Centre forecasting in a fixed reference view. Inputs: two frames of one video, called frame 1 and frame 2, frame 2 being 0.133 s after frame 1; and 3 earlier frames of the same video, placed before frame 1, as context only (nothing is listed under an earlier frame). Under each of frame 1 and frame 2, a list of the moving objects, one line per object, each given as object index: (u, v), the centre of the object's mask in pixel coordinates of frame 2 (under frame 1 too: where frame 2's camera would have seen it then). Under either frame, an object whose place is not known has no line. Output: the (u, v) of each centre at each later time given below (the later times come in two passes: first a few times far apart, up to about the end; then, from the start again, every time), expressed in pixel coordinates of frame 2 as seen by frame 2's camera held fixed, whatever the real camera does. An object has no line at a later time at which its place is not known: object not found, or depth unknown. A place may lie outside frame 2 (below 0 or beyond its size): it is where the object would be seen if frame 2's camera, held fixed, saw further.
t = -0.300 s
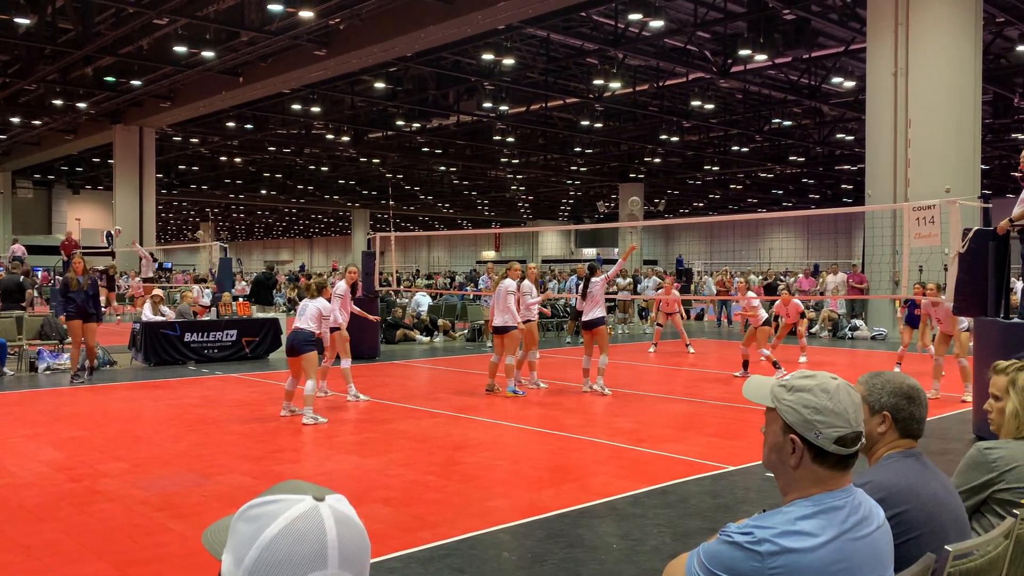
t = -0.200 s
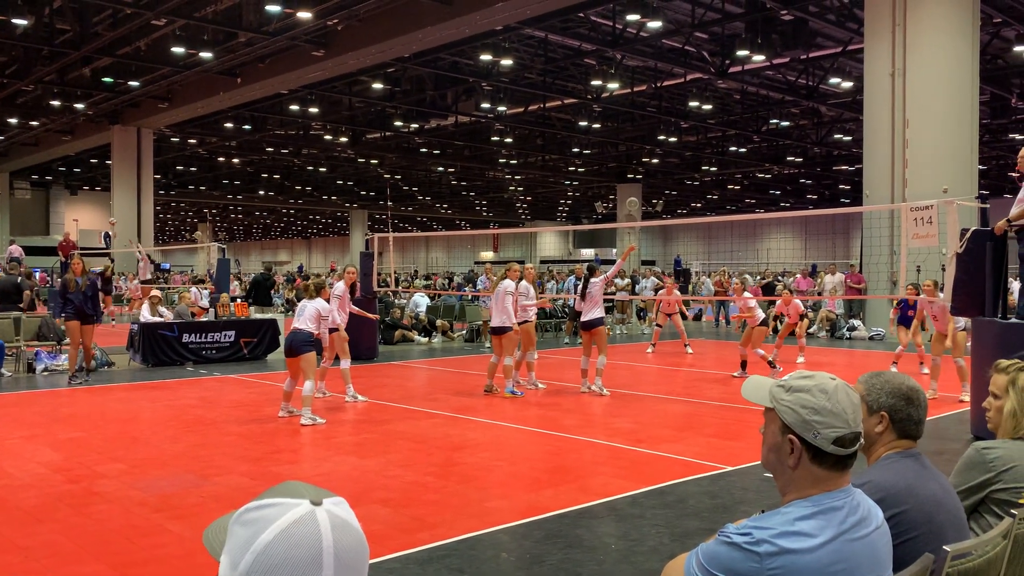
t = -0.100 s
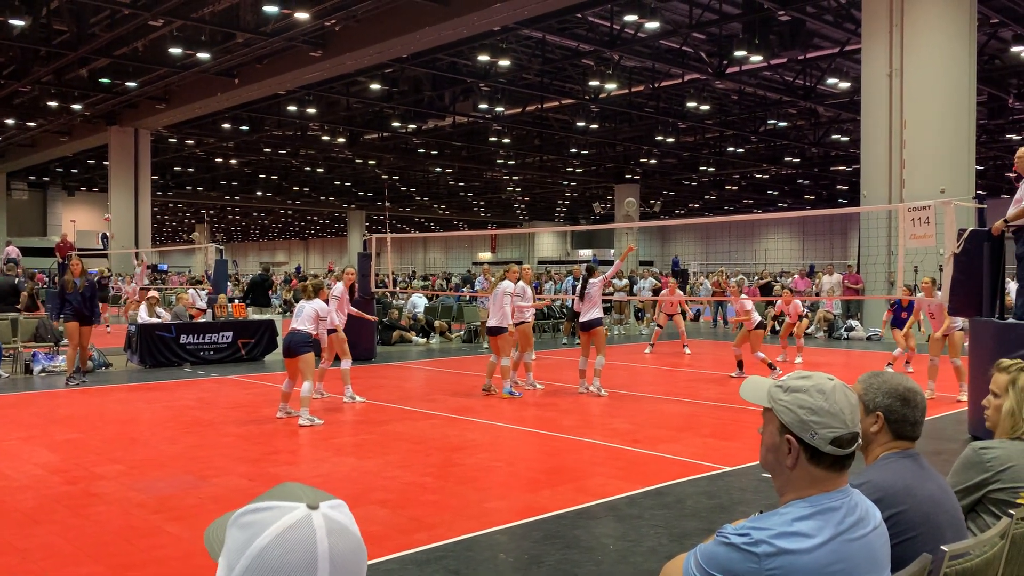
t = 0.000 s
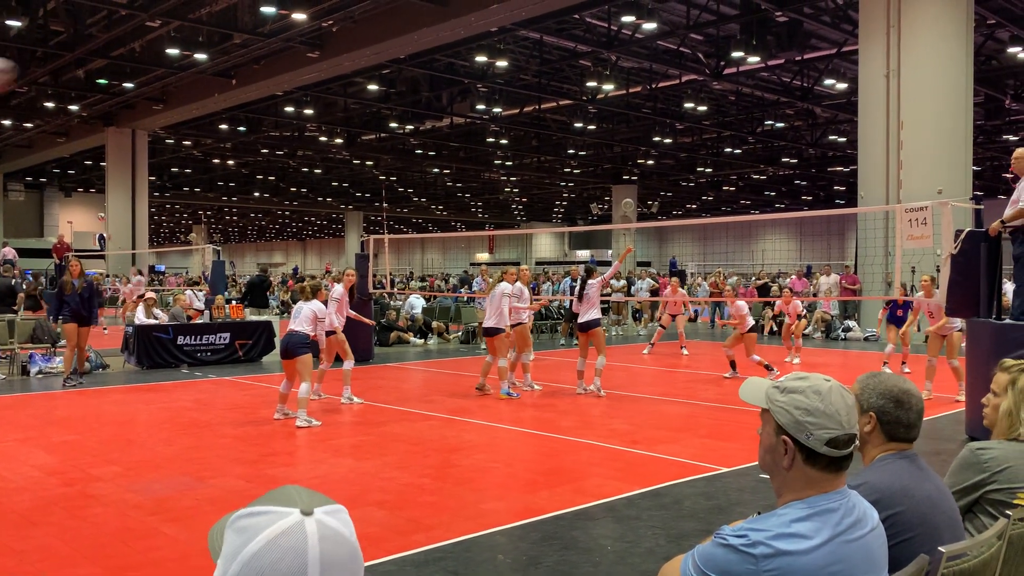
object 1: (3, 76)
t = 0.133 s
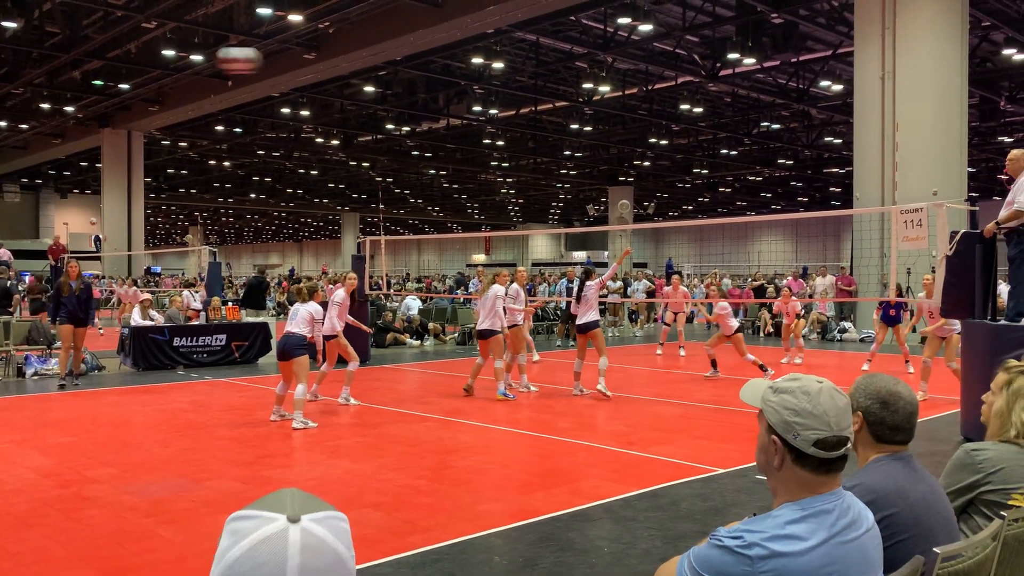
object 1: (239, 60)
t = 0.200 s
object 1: (328, 61)
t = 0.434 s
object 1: (531, 97)
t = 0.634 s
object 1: (634, 150)
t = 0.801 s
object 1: (692, 202)
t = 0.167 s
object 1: (286, 59)
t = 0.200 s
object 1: (328, 61)
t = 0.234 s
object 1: (367, 63)
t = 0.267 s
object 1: (401, 67)
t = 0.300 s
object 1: (431, 72)
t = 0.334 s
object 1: (459, 77)
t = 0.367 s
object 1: (485, 84)
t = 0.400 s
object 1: (509, 90)
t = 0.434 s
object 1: (531, 97)
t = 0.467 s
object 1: (551, 105)
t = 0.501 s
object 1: (571, 113)
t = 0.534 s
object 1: (589, 122)
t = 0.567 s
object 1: (605, 132)
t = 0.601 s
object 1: (620, 141)
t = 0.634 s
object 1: (634, 150)
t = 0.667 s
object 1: (647, 160)
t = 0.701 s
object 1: (659, 170)
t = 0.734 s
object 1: (671, 181)
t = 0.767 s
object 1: (682, 191)
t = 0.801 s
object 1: (692, 202)
